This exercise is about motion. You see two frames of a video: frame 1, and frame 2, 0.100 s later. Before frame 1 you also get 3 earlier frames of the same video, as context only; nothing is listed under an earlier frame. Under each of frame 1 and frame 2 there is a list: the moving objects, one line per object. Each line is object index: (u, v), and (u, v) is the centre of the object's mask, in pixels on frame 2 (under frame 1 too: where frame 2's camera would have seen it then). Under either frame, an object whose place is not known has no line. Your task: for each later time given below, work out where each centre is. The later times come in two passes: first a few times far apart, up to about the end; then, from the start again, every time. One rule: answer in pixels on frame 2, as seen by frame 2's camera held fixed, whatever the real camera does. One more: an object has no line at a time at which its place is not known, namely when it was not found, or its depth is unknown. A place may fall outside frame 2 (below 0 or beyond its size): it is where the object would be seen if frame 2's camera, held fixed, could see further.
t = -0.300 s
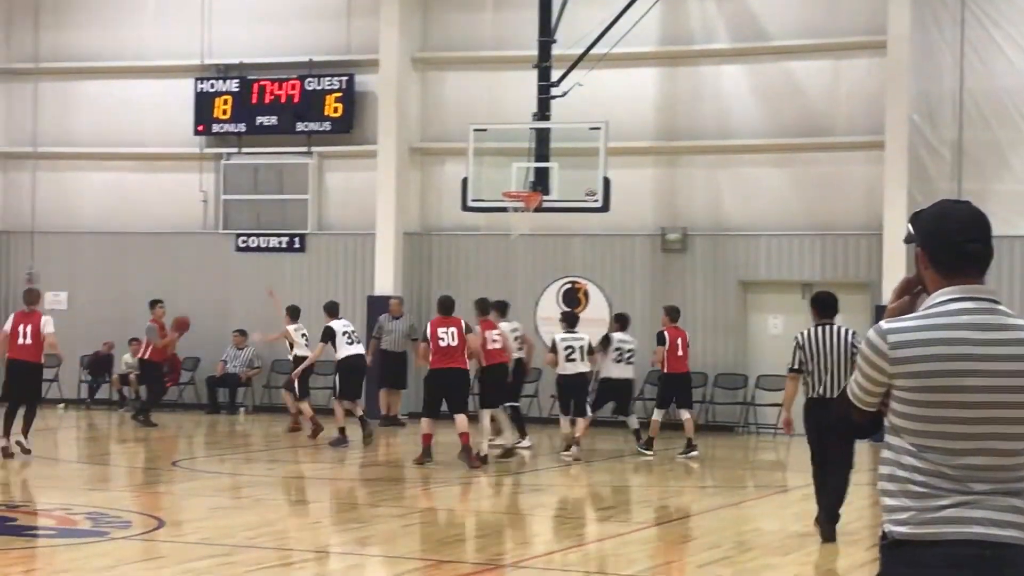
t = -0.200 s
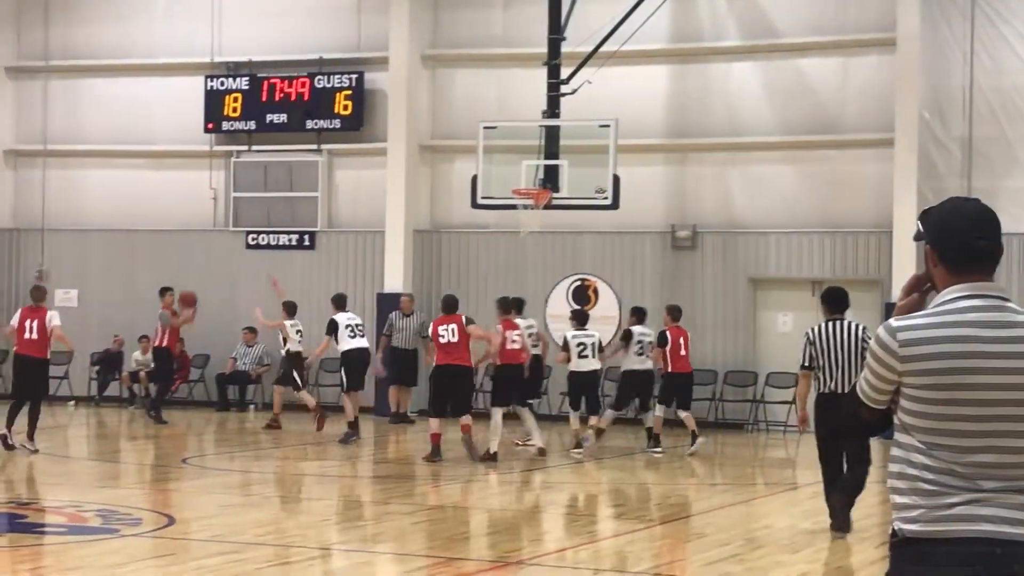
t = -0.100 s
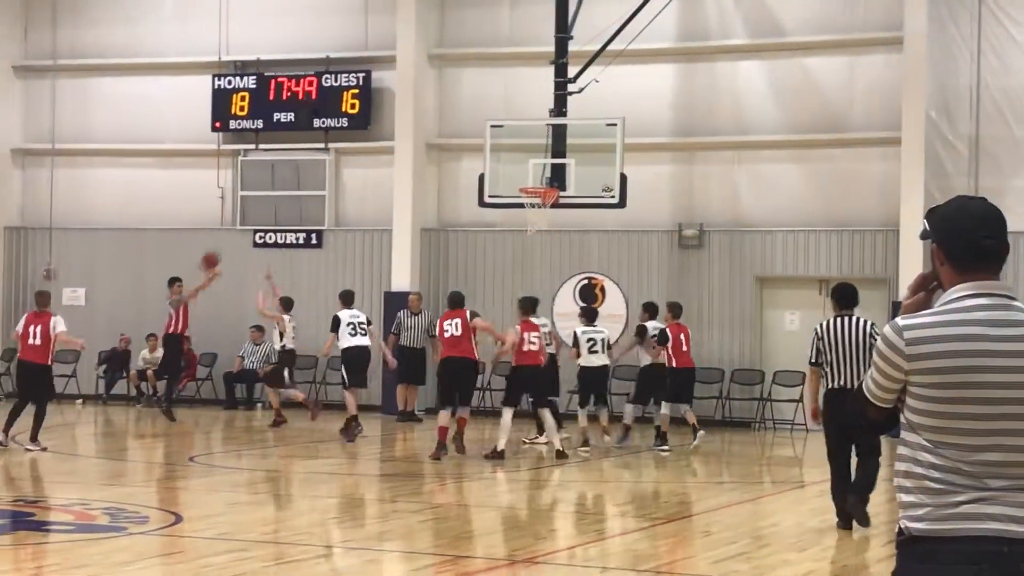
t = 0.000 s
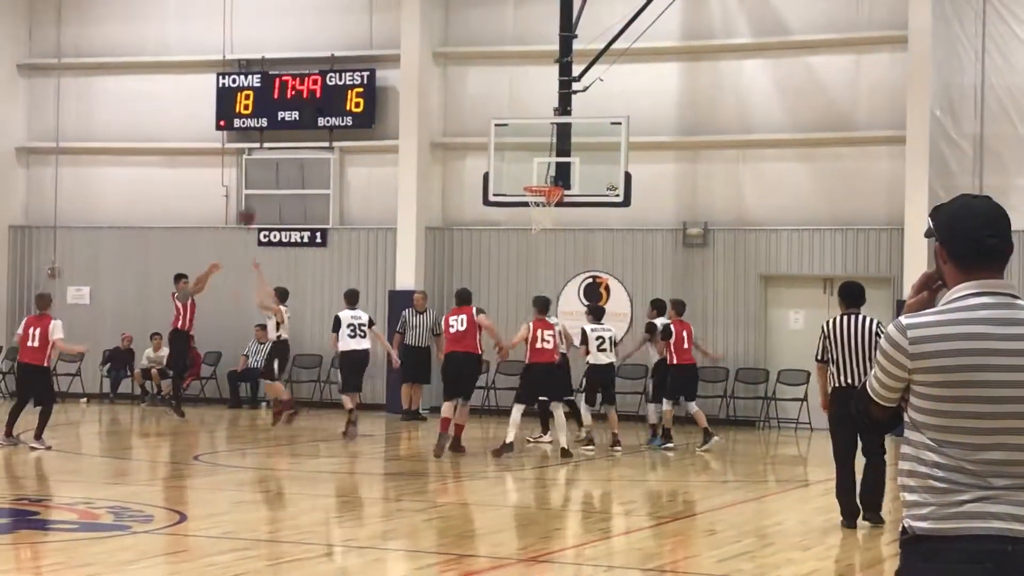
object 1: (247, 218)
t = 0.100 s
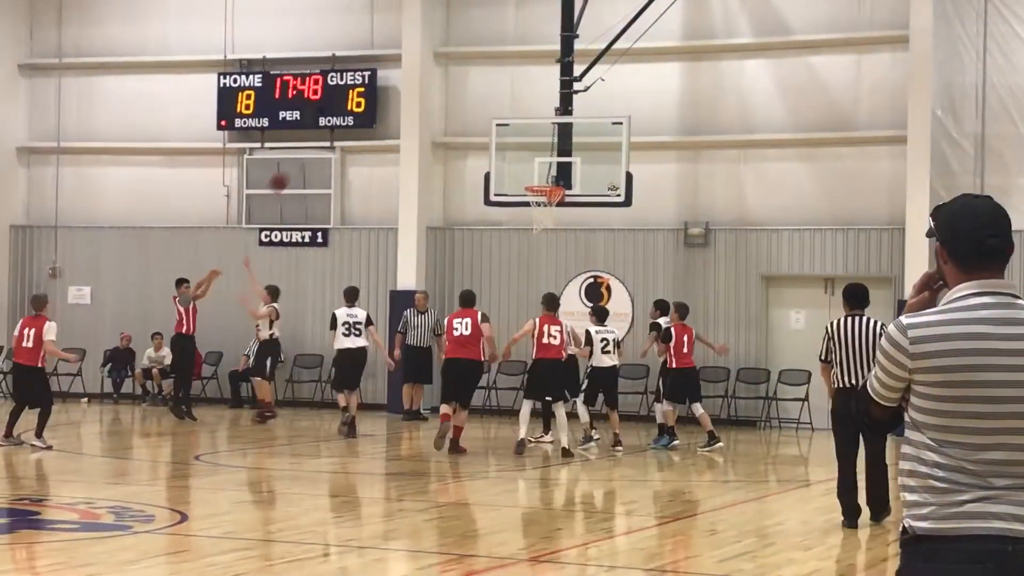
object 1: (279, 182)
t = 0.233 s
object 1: (320, 148)
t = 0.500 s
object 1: (404, 116)
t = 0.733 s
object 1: (477, 133)
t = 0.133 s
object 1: (289, 172)
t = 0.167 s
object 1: (299, 163)
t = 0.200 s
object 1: (309, 155)
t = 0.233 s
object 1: (320, 148)
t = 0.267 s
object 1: (330, 140)
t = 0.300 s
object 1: (340, 135)
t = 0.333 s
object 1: (352, 128)
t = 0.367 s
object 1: (362, 124)
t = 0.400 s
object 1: (372, 121)
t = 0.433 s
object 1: (383, 120)
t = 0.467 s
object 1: (393, 117)
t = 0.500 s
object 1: (404, 116)
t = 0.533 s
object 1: (415, 115)
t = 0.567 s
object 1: (425, 116)
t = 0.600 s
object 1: (436, 118)
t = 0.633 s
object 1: (446, 121)
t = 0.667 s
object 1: (456, 124)
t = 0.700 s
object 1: (467, 128)
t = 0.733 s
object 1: (477, 133)
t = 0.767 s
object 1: (488, 138)
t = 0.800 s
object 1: (499, 146)
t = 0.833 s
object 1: (509, 153)
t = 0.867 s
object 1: (520, 162)
